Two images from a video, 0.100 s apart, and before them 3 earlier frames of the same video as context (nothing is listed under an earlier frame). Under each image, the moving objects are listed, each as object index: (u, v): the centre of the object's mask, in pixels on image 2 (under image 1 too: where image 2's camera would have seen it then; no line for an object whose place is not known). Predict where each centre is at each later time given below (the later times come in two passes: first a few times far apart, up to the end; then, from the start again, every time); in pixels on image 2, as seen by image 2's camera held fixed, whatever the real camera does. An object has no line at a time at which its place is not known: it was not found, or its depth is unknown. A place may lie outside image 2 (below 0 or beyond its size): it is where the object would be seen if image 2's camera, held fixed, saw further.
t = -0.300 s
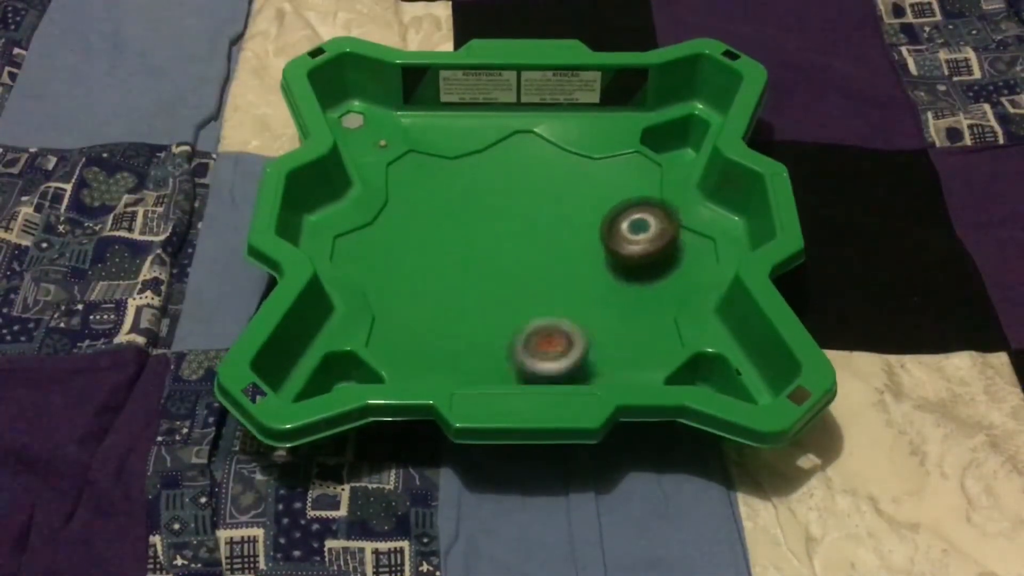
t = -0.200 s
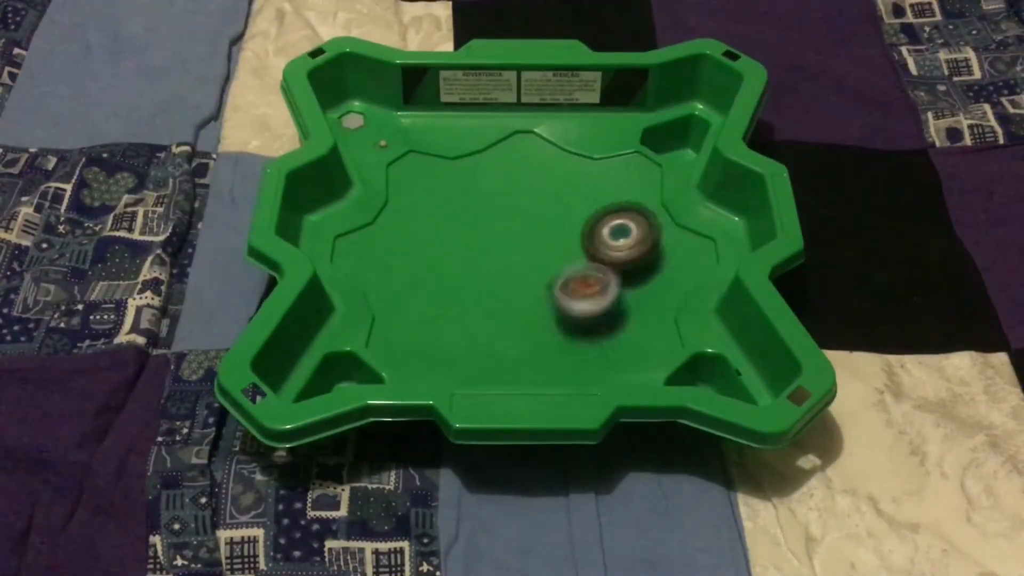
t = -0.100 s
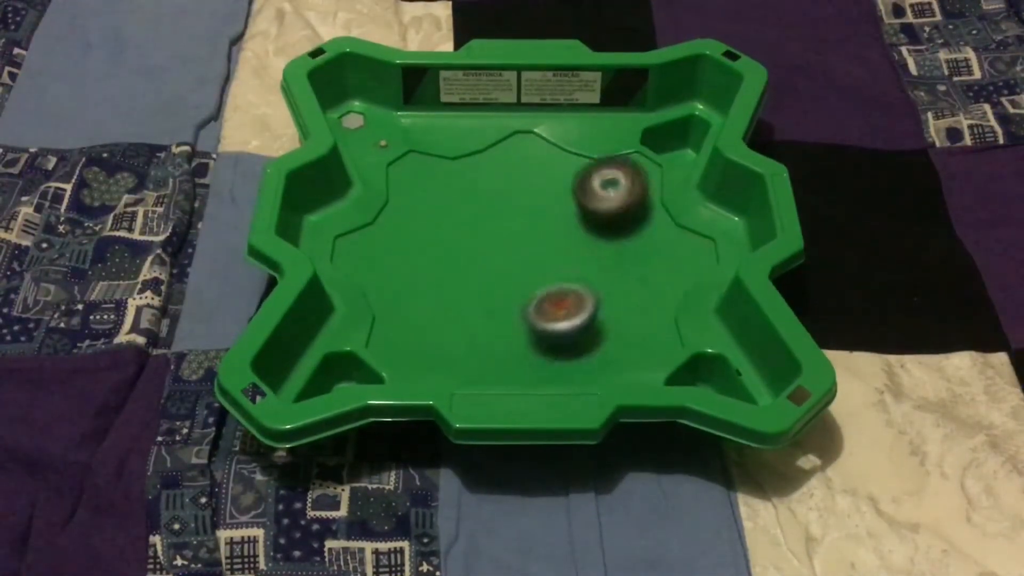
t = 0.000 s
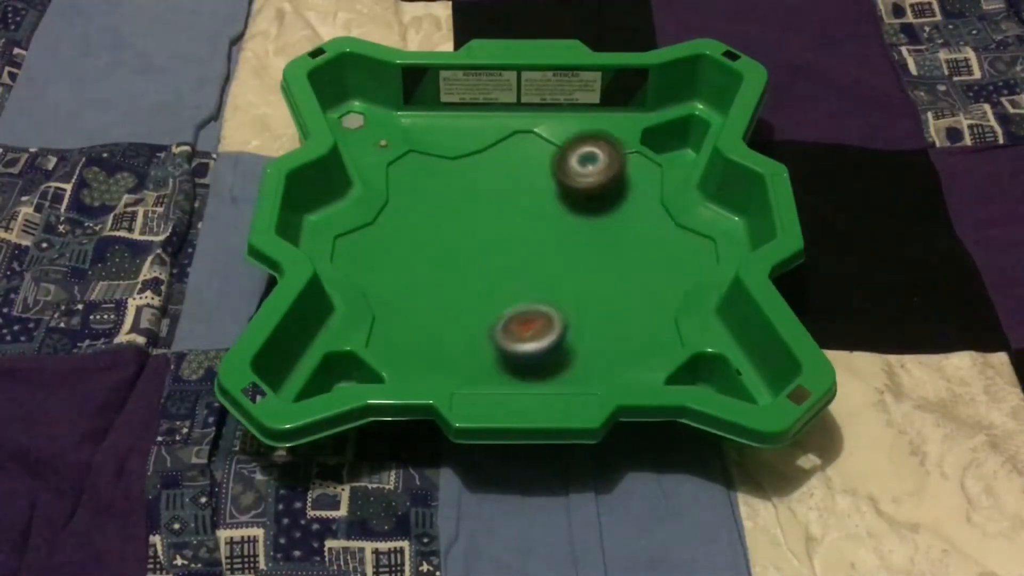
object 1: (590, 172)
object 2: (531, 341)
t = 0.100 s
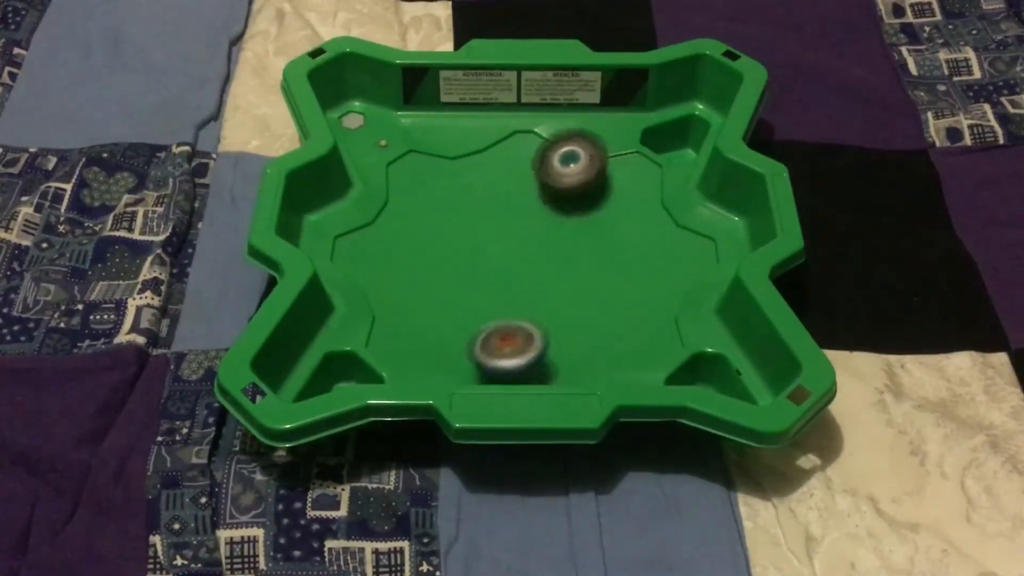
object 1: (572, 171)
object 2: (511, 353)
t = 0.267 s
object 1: (546, 185)
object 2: (519, 359)
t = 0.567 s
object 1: (491, 223)
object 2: (538, 292)
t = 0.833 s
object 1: (441, 173)
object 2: (483, 277)
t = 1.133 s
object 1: (461, 178)
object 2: (481, 320)
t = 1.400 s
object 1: (480, 227)
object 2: (567, 228)
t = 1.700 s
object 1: (490, 270)
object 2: (409, 167)
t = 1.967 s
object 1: (568, 336)
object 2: (409, 226)
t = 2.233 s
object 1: (570, 318)
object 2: (422, 272)
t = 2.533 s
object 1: (684, 189)
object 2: (340, 223)
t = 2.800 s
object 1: (504, 203)
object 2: (384, 222)
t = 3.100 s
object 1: (543, 200)
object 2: (424, 274)
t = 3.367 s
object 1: (625, 186)
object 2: (532, 238)
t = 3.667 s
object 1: (620, 202)
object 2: (508, 139)
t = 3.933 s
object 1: (579, 224)
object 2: (467, 252)
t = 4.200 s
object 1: (532, 238)
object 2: (646, 302)
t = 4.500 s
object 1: (495, 254)
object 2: (628, 210)
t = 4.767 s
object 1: (495, 270)
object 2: (451, 212)
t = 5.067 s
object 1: (547, 285)
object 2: (460, 334)
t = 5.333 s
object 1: (608, 234)
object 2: (598, 324)
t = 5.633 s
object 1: (630, 180)
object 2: (506, 218)
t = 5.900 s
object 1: (588, 174)
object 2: (370, 250)
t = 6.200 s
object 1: (511, 191)
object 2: (583, 282)
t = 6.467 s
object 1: (451, 226)
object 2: (616, 143)
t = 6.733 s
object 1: (444, 272)
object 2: (496, 172)
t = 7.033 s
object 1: (511, 325)
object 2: (496, 253)
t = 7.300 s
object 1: (590, 315)
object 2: (561, 224)
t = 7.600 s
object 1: (628, 252)
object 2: (523, 218)
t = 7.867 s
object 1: (596, 195)
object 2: (549, 272)
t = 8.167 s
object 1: (514, 170)
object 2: (582, 244)
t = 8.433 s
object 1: (451, 204)
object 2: (509, 250)
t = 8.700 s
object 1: (445, 266)
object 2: (537, 288)
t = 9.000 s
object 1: (516, 314)
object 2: (545, 234)
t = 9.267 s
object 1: (595, 297)
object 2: (490, 241)
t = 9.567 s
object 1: (618, 232)
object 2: (538, 264)
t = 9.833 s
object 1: (568, 187)
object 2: (541, 262)
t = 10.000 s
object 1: (517, 183)
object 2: (539, 278)
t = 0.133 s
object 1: (566, 168)
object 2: (508, 356)
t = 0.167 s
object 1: (561, 172)
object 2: (509, 357)
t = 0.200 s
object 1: (556, 176)
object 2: (510, 358)
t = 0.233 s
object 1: (551, 181)
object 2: (513, 358)
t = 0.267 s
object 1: (546, 185)
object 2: (519, 359)
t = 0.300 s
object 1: (540, 190)
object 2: (525, 358)
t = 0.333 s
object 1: (534, 195)
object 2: (531, 357)
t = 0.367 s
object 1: (528, 199)
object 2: (538, 355)
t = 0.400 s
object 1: (522, 204)
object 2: (546, 352)
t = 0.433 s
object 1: (515, 208)
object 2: (552, 346)
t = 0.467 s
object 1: (508, 212)
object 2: (553, 334)
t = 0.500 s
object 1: (502, 215)
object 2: (552, 322)
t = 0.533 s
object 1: (496, 218)
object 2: (547, 308)
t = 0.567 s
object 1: (491, 223)
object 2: (538, 292)
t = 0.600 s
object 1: (483, 221)
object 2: (531, 280)
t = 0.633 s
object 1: (472, 213)
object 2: (532, 280)
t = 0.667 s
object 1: (461, 202)
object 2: (530, 280)
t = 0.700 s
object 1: (455, 195)
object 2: (523, 279)
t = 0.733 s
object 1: (450, 189)
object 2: (515, 277)
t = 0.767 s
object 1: (446, 183)
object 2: (505, 277)
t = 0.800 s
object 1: (443, 177)
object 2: (494, 277)
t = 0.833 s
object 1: (441, 173)
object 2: (483, 277)
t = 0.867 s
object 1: (441, 170)
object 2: (473, 280)
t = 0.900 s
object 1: (441, 168)
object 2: (464, 283)
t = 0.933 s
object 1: (443, 167)
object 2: (457, 288)
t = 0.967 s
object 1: (445, 166)
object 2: (452, 293)
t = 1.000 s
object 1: (448, 166)
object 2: (450, 299)
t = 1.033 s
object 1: (452, 167)
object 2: (451, 305)
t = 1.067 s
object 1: (455, 170)
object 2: (457, 312)
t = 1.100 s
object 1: (458, 173)
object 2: (467, 317)
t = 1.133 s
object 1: (461, 178)
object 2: (481, 320)
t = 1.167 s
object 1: (463, 183)
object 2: (498, 320)
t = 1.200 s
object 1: (466, 189)
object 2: (515, 316)
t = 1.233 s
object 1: (470, 200)
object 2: (531, 308)
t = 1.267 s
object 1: (472, 205)
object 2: (546, 296)
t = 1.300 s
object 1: (474, 210)
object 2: (558, 282)
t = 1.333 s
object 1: (476, 216)
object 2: (565, 265)
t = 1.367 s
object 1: (478, 222)
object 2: (569, 247)
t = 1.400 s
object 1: (480, 227)
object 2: (567, 228)
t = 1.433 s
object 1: (481, 232)
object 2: (561, 211)
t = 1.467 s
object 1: (482, 238)
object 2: (552, 195)
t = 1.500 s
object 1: (483, 243)
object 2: (538, 180)
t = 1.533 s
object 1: (484, 249)
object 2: (522, 167)
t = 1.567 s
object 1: (485, 253)
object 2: (502, 158)
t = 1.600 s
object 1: (487, 258)
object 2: (479, 152)
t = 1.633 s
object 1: (488, 262)
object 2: (456, 151)
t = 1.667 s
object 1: (489, 267)
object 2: (433, 159)
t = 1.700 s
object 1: (490, 270)
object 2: (409, 167)
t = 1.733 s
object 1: (491, 274)
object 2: (400, 181)
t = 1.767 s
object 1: (491, 277)
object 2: (416, 200)
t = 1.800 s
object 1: (492, 280)
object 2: (433, 222)
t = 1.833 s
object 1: (500, 289)
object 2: (442, 233)
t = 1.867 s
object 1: (520, 304)
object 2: (435, 231)
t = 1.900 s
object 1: (539, 317)
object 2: (426, 227)
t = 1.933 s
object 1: (555, 327)
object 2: (418, 226)
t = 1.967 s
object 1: (568, 336)
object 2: (409, 226)
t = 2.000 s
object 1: (578, 343)
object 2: (401, 227)
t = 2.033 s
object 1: (586, 347)
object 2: (393, 230)
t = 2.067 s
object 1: (590, 349)
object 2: (388, 234)
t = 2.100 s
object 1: (589, 346)
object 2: (387, 241)
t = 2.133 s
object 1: (585, 341)
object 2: (388, 249)
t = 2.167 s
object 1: (581, 335)
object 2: (395, 257)
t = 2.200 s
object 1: (576, 327)
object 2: (407, 266)
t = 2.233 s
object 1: (570, 318)
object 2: (422, 272)
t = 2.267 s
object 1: (564, 307)
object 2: (444, 278)
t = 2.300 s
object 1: (558, 296)
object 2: (467, 280)
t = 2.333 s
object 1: (575, 285)
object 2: (461, 276)
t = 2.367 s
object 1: (627, 272)
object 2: (416, 262)
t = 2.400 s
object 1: (673, 257)
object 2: (375, 248)
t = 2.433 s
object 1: (715, 240)
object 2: (344, 236)
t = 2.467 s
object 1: (716, 222)
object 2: (338, 228)
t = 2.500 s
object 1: (698, 194)
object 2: (337, 226)
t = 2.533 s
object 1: (684, 189)
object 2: (340, 223)
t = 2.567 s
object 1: (665, 197)
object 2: (343, 219)
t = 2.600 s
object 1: (644, 204)
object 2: (347, 218)
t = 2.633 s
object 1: (619, 201)
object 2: (351, 217)
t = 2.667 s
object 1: (594, 200)
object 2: (357, 217)
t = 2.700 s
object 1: (570, 199)
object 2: (361, 216)
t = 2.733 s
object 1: (546, 200)
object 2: (367, 217)
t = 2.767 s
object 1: (524, 201)
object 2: (374, 218)
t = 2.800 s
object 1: (504, 203)
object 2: (384, 222)
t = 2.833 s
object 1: (488, 205)
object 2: (394, 225)
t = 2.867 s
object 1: (477, 208)
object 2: (404, 227)
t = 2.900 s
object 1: (476, 208)
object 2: (403, 232)
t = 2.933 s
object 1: (480, 204)
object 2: (403, 240)
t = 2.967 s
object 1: (489, 204)
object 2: (405, 248)
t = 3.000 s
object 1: (500, 205)
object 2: (407, 256)
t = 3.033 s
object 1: (514, 204)
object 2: (411, 262)
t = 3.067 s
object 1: (530, 207)
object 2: (417, 269)
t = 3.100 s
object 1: (543, 200)
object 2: (424, 274)
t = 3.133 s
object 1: (558, 196)
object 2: (435, 276)
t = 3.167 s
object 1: (570, 192)
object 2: (448, 278)
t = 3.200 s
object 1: (583, 191)
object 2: (461, 278)
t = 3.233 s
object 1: (595, 189)
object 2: (476, 274)
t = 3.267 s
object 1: (604, 187)
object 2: (491, 269)
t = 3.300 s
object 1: (613, 186)
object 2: (505, 261)
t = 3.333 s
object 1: (620, 186)
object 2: (520, 250)
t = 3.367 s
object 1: (625, 186)
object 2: (532, 238)
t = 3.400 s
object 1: (629, 186)
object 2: (540, 225)
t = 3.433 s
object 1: (631, 187)
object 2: (545, 211)
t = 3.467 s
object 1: (631, 188)
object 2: (548, 199)
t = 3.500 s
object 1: (632, 189)
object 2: (548, 187)
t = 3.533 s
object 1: (631, 191)
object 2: (546, 174)
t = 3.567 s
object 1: (629, 194)
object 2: (541, 162)
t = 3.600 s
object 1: (626, 197)
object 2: (533, 152)
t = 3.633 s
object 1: (623, 200)
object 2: (521, 144)
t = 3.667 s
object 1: (620, 202)
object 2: (508, 139)
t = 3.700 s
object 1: (616, 204)
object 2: (497, 143)
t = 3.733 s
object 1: (611, 207)
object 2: (488, 157)
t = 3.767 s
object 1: (607, 214)
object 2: (479, 168)
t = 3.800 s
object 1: (602, 216)
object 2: (470, 182)
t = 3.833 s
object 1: (597, 218)
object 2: (463, 197)
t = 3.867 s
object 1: (591, 220)
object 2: (459, 212)
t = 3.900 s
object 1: (585, 221)
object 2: (460, 230)
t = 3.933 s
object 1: (579, 224)
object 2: (467, 252)
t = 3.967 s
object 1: (573, 226)
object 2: (480, 271)
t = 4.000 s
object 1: (566, 228)
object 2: (499, 286)
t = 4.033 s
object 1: (560, 229)
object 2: (522, 299)
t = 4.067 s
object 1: (554, 229)
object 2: (546, 307)
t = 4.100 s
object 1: (547, 231)
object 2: (570, 312)
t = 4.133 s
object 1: (542, 234)
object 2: (595, 312)
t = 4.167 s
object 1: (536, 237)
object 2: (622, 309)
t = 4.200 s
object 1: (532, 238)
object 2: (646, 302)
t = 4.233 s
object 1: (526, 240)
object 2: (667, 290)
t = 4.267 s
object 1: (520, 242)
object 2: (683, 276)
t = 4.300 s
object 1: (515, 243)
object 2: (696, 260)
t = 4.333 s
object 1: (510, 246)
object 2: (705, 243)
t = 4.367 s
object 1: (507, 247)
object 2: (709, 225)
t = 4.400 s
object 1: (503, 249)
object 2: (696, 217)
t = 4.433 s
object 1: (499, 251)
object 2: (676, 216)
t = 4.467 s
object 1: (496, 253)
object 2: (652, 214)
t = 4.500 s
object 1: (495, 254)
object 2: (628, 210)
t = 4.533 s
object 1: (493, 255)
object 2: (605, 206)
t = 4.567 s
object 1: (492, 257)
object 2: (583, 201)
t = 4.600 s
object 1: (491, 259)
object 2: (561, 199)
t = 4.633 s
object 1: (491, 261)
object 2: (540, 199)
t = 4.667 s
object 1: (491, 263)
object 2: (517, 199)
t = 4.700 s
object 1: (493, 266)
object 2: (494, 202)
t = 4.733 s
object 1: (493, 265)
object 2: (471, 205)
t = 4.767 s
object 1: (495, 270)
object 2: (451, 212)
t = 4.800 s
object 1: (498, 273)
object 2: (435, 221)
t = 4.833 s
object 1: (499, 275)
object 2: (423, 232)
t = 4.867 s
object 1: (502, 278)
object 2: (416, 246)
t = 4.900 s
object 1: (504, 280)
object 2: (414, 262)
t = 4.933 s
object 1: (507, 281)
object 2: (420, 278)
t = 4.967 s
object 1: (512, 283)
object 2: (432, 295)
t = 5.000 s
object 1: (524, 284)
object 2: (437, 311)
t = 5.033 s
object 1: (538, 286)
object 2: (446, 324)
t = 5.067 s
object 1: (547, 285)
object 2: (460, 334)
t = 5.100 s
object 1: (556, 284)
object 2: (478, 341)
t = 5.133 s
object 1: (564, 285)
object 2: (501, 344)
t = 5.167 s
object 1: (571, 284)
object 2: (524, 343)
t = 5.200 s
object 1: (579, 280)
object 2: (548, 336)
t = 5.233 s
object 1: (587, 271)
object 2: (564, 337)
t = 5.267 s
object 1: (595, 259)
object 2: (578, 336)
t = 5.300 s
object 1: (603, 246)
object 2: (590, 332)
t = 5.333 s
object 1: (608, 234)
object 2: (598, 324)
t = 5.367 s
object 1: (612, 220)
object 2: (603, 315)
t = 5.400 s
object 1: (617, 215)
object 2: (604, 301)
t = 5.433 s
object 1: (622, 209)
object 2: (600, 288)
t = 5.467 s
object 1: (625, 199)
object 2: (592, 275)
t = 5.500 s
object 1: (628, 193)
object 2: (580, 262)
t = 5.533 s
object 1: (631, 188)
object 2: (567, 250)
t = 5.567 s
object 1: (631, 184)
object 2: (548, 238)
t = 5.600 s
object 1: (631, 182)
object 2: (528, 227)
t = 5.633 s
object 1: (630, 180)
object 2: (506, 218)
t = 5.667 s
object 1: (628, 177)
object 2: (482, 210)
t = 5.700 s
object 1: (623, 175)
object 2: (459, 205)
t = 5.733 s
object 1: (619, 174)
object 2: (436, 204)
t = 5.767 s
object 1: (615, 177)
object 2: (415, 206)
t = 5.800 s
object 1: (609, 177)
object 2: (396, 212)
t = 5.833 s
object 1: (602, 178)
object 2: (383, 222)
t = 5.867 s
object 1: (596, 178)
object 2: (372, 234)
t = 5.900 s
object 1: (588, 174)
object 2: (370, 250)
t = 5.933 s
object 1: (580, 174)
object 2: (375, 267)
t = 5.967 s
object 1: (572, 176)
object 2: (391, 285)
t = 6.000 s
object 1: (565, 181)
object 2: (414, 299)
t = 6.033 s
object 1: (557, 182)
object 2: (442, 309)
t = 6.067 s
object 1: (548, 183)
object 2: (473, 313)
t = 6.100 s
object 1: (539, 184)
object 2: (505, 312)
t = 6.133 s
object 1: (530, 186)
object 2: (533, 306)
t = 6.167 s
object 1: (520, 188)
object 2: (561, 296)
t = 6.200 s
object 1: (511, 191)
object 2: (583, 282)
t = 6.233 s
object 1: (502, 194)
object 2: (604, 266)
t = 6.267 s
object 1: (493, 198)
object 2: (618, 247)
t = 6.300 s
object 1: (484, 202)
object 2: (629, 229)
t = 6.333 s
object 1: (477, 206)
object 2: (636, 209)
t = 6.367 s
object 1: (469, 211)
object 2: (637, 188)
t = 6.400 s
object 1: (462, 216)
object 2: (634, 168)
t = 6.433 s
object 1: (456, 220)
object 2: (626, 150)
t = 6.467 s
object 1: (451, 226)
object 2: (616, 143)
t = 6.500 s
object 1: (447, 231)
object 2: (604, 143)
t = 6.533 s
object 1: (443, 237)
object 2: (591, 142)
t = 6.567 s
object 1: (440, 243)
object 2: (579, 142)
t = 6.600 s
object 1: (439, 249)
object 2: (564, 141)
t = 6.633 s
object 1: (439, 255)
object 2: (548, 145)
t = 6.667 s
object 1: (440, 261)
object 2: (530, 151)
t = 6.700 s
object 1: (441, 267)
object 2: (513, 160)
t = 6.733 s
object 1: (444, 272)
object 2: (496, 172)
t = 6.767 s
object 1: (448, 278)
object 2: (482, 189)
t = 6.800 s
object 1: (451, 278)
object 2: (473, 207)
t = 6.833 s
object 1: (457, 289)
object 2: (467, 223)
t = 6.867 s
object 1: (465, 299)
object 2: (466, 235)
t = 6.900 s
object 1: (474, 308)
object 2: (467, 241)
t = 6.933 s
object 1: (482, 314)
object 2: (470, 245)
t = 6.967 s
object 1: (491, 319)
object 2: (478, 250)
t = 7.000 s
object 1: (500, 322)
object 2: (486, 252)
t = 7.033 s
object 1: (511, 325)
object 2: (496, 253)
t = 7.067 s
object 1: (521, 327)
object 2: (506, 254)
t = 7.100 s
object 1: (531, 328)
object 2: (517, 252)
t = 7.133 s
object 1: (543, 328)
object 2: (528, 249)
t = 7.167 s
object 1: (552, 327)
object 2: (537, 245)
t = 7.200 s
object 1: (562, 325)
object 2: (546, 241)
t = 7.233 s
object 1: (572, 322)
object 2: (552, 235)
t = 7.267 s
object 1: (582, 319)
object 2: (557, 230)
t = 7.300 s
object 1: (590, 315)
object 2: (561, 224)
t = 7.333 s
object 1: (598, 310)
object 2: (562, 217)
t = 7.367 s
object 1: (605, 304)
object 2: (561, 213)
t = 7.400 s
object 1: (611, 298)
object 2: (558, 208)
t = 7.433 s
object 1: (616, 291)
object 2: (553, 205)
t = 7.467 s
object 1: (621, 284)
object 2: (547, 204)
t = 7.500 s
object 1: (624, 276)
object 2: (541, 205)
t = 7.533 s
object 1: (626, 268)
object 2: (534, 207)
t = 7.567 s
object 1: (628, 260)
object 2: (528, 211)
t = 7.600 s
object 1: (628, 252)
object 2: (523, 218)
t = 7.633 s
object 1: (627, 244)
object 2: (520, 224)
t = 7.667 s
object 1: (625, 236)
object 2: (518, 232)
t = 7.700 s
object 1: (622, 228)
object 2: (519, 240)
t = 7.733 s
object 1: (619, 220)
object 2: (522, 248)
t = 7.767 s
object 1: (614, 213)
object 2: (525, 256)
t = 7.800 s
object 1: (609, 207)
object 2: (532, 263)
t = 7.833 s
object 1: (602, 200)
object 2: (540, 269)
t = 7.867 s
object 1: (596, 195)
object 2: (549, 272)
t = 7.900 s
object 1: (588, 190)
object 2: (559, 275)
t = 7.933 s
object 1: (579, 181)
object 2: (569, 274)
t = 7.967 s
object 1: (570, 177)
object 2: (577, 272)
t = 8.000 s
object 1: (560, 174)
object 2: (584, 269)
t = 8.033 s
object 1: (551, 173)
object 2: (588, 264)
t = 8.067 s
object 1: (542, 171)
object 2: (590, 260)
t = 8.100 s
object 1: (532, 169)
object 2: (590, 255)
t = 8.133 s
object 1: (523, 169)
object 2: (588, 249)
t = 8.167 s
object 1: (514, 170)
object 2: (582, 244)
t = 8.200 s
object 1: (505, 172)
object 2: (576, 240)
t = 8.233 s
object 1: (495, 173)
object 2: (567, 237)
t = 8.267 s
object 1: (486, 177)
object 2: (557, 236)
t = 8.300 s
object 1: (478, 180)
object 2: (546, 236)
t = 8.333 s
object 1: (471, 182)
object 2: (535, 237)
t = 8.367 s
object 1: (463, 188)
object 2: (526, 240)
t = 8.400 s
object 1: (457, 194)
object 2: (516, 244)
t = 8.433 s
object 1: (451, 204)
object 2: (509, 250)
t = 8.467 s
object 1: (446, 210)
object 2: (504, 256)
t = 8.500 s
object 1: (443, 217)
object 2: (501, 263)
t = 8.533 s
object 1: (440, 225)
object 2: (501, 270)
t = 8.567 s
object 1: (439, 233)
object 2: (504, 276)
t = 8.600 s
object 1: (439, 241)
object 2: (510, 282)
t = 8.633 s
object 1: (440, 249)
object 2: (518, 286)
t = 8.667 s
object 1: (442, 257)
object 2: (526, 288)
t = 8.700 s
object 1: (445, 266)
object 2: (537, 288)
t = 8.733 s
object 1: (449, 273)
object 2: (545, 285)
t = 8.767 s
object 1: (454, 281)
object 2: (552, 281)
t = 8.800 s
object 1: (461, 287)
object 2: (557, 274)
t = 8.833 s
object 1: (468, 294)
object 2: (560, 268)
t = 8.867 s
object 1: (477, 299)
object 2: (562, 261)
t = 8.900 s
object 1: (486, 304)
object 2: (560, 253)
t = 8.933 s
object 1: (495, 309)
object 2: (557, 245)
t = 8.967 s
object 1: (506, 312)
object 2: (552, 240)
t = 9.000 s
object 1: (516, 314)
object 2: (545, 234)
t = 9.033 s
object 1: (528, 315)
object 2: (537, 229)
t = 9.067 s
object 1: (539, 315)
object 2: (528, 228)
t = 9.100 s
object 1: (550, 314)
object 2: (520, 226)
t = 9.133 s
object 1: (560, 313)
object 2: (511, 227)
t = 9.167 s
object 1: (569, 310)
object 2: (503, 229)
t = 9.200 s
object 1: (579, 307)
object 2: (497, 231)
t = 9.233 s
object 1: (588, 302)
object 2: (493, 235)
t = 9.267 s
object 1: (595, 297)
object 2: (490, 241)
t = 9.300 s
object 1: (603, 291)
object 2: (490, 246)
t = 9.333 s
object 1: (608, 285)
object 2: (491, 252)
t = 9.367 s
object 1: (613, 278)
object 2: (495, 256)
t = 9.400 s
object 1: (617, 270)
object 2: (500, 260)
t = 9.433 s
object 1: (619, 262)
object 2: (507, 263)
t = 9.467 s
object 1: (621, 255)
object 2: (513, 265)
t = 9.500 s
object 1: (621, 248)
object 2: (522, 266)
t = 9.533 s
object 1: (620, 240)
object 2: (529, 266)
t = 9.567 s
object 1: (618, 232)
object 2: (538, 264)
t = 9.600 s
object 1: (615, 225)
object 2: (544, 261)
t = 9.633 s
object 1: (612, 217)
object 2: (550, 258)
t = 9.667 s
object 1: (608, 210)
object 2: (554, 254)
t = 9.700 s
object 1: (603, 202)
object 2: (557, 251)
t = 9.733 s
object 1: (596, 196)
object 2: (555, 251)
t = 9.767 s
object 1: (587, 192)
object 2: (550, 253)
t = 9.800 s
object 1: (578, 189)
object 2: (544, 256)
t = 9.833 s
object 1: (568, 187)
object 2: (541, 262)
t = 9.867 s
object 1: (558, 185)
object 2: (538, 265)
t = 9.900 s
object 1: (546, 180)
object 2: (537, 270)
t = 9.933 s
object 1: (537, 180)
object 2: (537, 274)
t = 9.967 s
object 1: (527, 182)
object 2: (538, 276)
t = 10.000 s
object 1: (517, 183)
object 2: (539, 278)
